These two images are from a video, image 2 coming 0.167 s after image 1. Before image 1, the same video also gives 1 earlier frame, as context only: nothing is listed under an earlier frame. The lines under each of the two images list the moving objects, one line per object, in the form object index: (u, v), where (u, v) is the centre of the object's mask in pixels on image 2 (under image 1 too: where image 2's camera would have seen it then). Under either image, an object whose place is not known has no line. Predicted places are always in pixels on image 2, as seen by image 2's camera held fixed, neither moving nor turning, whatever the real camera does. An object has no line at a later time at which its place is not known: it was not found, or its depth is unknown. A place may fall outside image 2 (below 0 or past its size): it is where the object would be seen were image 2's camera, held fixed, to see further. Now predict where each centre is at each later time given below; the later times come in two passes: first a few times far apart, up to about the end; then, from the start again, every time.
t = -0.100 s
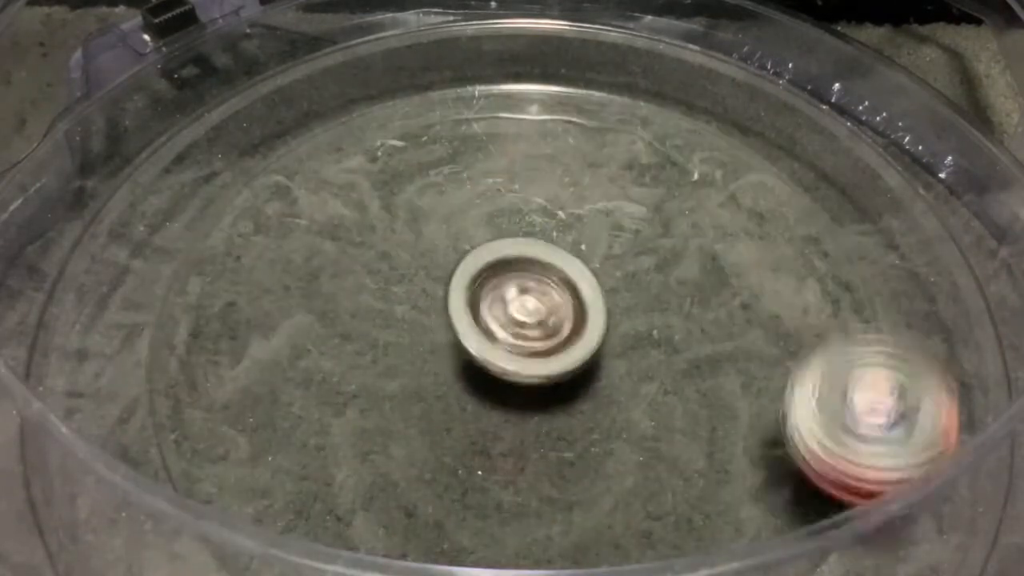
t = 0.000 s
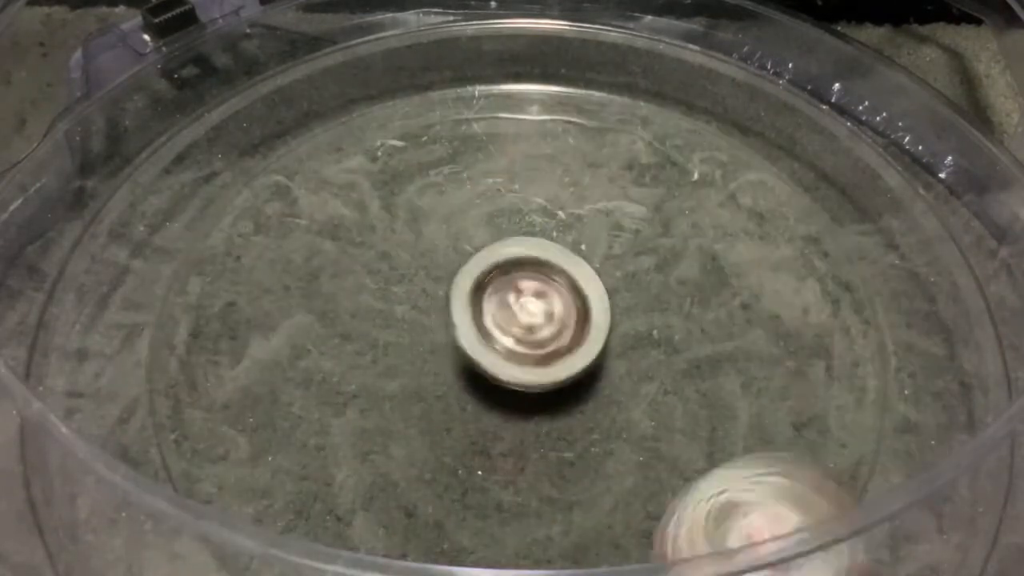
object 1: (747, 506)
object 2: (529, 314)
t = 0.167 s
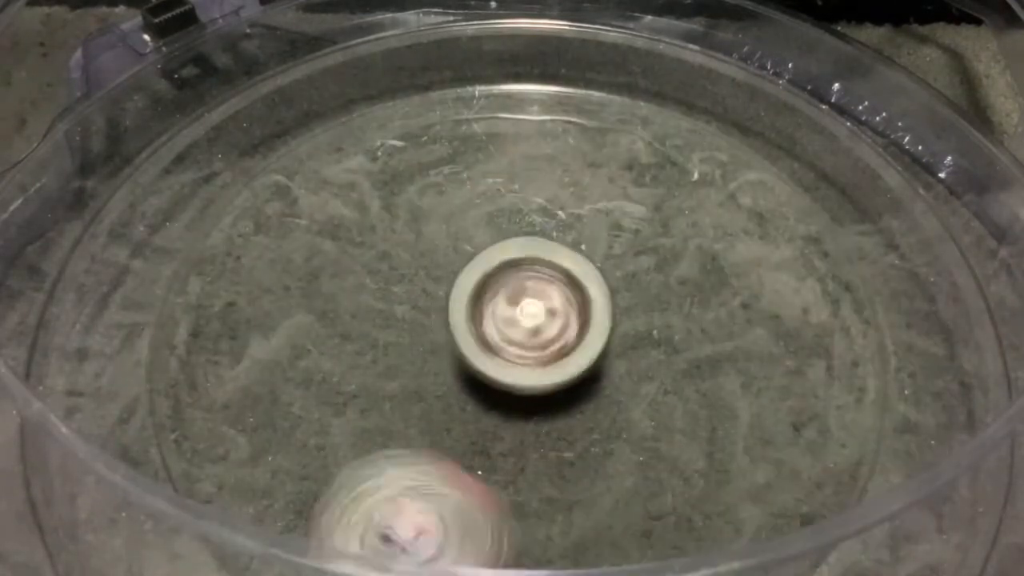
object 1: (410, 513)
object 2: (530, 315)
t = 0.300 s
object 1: (276, 369)
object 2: (530, 315)
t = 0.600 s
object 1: (494, 89)
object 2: (525, 322)
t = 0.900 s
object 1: (803, 293)
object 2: (515, 322)
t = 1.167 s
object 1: (461, 523)
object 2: (510, 315)
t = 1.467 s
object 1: (214, 240)
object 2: (516, 304)
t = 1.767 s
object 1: (599, 160)
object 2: (532, 304)
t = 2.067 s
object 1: (772, 476)
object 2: (539, 320)
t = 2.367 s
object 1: (305, 482)
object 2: (524, 329)
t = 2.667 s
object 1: (436, 154)
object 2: (511, 326)
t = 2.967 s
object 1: (812, 217)
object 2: (510, 305)
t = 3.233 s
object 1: (649, 503)
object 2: (524, 299)
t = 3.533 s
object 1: (247, 309)
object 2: (541, 316)
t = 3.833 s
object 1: (494, 106)
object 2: (527, 330)
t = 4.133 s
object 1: (750, 372)
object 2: (504, 321)
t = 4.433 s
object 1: (361, 516)
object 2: (515, 303)
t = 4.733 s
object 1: (336, 216)
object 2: (535, 311)
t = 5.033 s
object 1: (732, 206)
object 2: (532, 328)
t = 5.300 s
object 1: (763, 481)
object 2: (513, 329)
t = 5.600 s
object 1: (312, 393)
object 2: (508, 307)
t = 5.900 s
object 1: (458, 108)
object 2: (532, 307)
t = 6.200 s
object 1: (757, 273)
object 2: (536, 327)
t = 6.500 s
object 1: (442, 512)
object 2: (507, 326)
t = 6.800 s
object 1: (248, 259)
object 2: (517, 304)
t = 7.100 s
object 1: (628, 188)
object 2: (535, 316)
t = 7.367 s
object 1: (792, 448)
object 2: (518, 333)
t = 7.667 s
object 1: (370, 484)
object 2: (513, 310)
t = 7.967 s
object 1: (423, 167)
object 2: (543, 320)
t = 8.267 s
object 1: (750, 201)
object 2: (509, 345)
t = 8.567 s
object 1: (552, 497)
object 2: (497, 304)
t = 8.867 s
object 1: (240, 293)
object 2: (547, 310)
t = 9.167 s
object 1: (543, 160)
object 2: (537, 361)
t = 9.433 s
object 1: (754, 393)
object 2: (478, 334)
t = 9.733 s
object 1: (413, 515)
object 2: (508, 277)
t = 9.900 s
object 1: (309, 352)
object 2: (544, 278)
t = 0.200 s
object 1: (362, 491)
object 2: (530, 315)
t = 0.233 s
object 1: (320, 463)
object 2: (531, 315)
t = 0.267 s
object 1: (292, 413)
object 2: (531, 315)
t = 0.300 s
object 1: (276, 369)
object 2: (530, 315)
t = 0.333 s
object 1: (272, 319)
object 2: (530, 317)
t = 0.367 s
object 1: (279, 277)
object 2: (531, 317)
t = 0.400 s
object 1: (291, 237)
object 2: (531, 317)
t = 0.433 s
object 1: (313, 198)
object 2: (530, 318)
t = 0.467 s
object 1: (339, 168)
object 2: (528, 319)
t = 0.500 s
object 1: (371, 140)
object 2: (527, 321)
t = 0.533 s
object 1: (409, 117)
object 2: (527, 322)
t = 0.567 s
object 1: (449, 99)
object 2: (527, 322)
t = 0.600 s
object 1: (494, 89)
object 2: (525, 322)
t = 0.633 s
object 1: (539, 85)
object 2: (523, 323)
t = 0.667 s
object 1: (586, 84)
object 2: (521, 324)
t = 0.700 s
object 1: (631, 94)
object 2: (520, 324)
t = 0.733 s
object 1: (674, 109)
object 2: (521, 323)
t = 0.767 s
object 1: (713, 133)
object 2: (520, 323)
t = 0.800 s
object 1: (748, 165)
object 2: (518, 324)
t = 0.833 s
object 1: (774, 202)
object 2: (516, 324)
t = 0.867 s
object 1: (795, 244)
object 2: (515, 324)
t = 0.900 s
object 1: (803, 293)
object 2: (515, 322)
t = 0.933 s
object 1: (796, 345)
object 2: (514, 322)
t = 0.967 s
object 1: (780, 393)
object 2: (512, 322)
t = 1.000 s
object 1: (751, 438)
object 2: (511, 321)
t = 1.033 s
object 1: (709, 477)
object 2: (512, 320)
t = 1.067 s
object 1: (650, 501)
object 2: (512, 319)
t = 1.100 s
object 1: (593, 513)
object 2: (511, 318)
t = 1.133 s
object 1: (532, 522)
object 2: (509, 317)
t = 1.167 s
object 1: (461, 523)
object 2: (510, 315)
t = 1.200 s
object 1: (398, 510)
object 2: (511, 314)
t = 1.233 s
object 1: (340, 494)
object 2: (511, 312)
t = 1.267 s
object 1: (290, 474)
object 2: (510, 310)
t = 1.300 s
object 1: (243, 449)
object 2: (511, 309)
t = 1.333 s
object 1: (210, 410)
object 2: (513, 308)
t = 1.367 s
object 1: (193, 367)
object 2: (513, 306)
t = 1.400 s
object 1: (186, 324)
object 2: (513, 304)
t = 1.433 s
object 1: (194, 281)
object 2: (514, 303)
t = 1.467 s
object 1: (214, 240)
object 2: (516, 304)
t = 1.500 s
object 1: (236, 207)
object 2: (518, 303)
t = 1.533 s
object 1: (269, 180)
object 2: (518, 302)
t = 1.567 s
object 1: (309, 157)
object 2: (520, 303)
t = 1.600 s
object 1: (359, 141)
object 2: (523, 303)
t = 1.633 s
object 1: (402, 133)
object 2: (524, 302)
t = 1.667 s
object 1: (449, 129)
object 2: (524, 302)
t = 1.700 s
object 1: (501, 132)
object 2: (527, 304)
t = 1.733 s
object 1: (552, 142)
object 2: (530, 305)
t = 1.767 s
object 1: (599, 160)
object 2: (532, 304)
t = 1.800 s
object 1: (644, 176)
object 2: (533, 305)
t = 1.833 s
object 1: (693, 203)
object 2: (535, 308)
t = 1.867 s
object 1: (725, 234)
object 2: (538, 309)
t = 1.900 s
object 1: (755, 268)
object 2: (539, 309)
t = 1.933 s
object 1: (782, 308)
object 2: (538, 312)
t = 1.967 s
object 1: (797, 351)
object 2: (540, 315)
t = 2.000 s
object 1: (802, 395)
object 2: (541, 315)
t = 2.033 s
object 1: (796, 442)
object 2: (539, 316)
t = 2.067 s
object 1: (772, 476)
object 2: (539, 320)
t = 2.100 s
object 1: (741, 500)
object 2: (540, 321)
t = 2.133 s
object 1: (696, 521)
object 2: (538, 321)
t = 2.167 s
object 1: (644, 537)
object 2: (533, 323)
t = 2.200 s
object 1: (582, 547)
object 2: (532, 326)
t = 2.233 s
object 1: (518, 549)
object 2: (531, 324)
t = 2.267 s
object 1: (452, 543)
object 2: (528, 326)
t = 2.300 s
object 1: (399, 529)
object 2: (526, 328)
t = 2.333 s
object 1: (348, 509)
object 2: (526, 328)
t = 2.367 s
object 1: (305, 482)
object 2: (524, 329)
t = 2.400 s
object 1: (277, 450)
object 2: (520, 331)
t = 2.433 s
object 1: (264, 402)
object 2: (520, 331)
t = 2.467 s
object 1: (268, 353)
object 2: (519, 331)
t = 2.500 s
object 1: (279, 308)
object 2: (516, 332)
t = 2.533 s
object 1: (298, 267)
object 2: (514, 331)
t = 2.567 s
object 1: (328, 231)
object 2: (514, 330)
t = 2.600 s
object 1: (359, 201)
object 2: (511, 329)
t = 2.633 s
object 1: (394, 175)
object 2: (511, 328)
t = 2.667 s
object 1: (436, 154)
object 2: (511, 326)
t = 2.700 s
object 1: (478, 143)
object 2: (507, 324)
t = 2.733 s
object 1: (521, 130)
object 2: (507, 322)
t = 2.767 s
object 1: (573, 124)
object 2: (508, 320)
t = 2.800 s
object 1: (617, 124)
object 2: (506, 318)
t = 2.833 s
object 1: (660, 129)
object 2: (505, 315)
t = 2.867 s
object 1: (706, 140)
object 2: (507, 313)
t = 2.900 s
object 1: (744, 161)
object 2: (506, 310)
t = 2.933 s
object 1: (782, 184)
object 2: (506, 307)
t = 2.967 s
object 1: (812, 217)
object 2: (510, 305)
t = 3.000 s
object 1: (833, 253)
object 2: (511, 302)
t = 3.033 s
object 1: (845, 294)
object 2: (510, 300)
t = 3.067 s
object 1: (845, 338)
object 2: (514, 300)
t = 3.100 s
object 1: (832, 382)
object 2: (516, 298)
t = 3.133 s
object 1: (803, 431)
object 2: (516, 298)
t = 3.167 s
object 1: (765, 462)
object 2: (521, 299)
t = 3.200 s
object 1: (712, 488)
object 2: (523, 297)
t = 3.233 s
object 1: (649, 503)
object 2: (524, 299)
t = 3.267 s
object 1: (586, 514)
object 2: (529, 301)
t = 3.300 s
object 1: (520, 514)
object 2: (531, 299)
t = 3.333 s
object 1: (455, 503)
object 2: (532, 303)
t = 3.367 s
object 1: (398, 490)
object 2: (536, 304)
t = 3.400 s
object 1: (347, 467)
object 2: (537, 304)
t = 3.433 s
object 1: (305, 433)
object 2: (538, 309)
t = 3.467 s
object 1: (276, 394)
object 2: (541, 309)
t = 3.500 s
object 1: (256, 352)
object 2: (539, 311)
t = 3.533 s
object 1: (247, 309)
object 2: (541, 316)
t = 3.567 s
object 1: (247, 269)
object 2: (542, 316)
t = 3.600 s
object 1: (256, 230)
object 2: (539, 319)
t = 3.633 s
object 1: (277, 195)
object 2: (540, 323)
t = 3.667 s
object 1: (299, 164)
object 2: (539, 322)
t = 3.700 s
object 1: (334, 139)
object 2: (535, 326)
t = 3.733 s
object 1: (370, 122)
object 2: (535, 327)
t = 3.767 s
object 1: (409, 109)
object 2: (532, 328)
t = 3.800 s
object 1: (454, 105)
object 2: (528, 331)
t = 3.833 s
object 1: (494, 106)
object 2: (527, 330)
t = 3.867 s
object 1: (543, 112)
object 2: (522, 331)
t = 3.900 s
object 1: (586, 129)
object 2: (520, 331)
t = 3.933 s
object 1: (628, 149)
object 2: (518, 330)
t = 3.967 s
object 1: (665, 177)
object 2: (514, 330)
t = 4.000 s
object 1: (701, 210)
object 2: (514, 328)
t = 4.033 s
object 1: (723, 244)
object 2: (510, 327)
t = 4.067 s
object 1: (740, 285)
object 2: (509, 325)
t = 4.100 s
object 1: (750, 328)
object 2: (508, 323)
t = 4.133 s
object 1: (750, 372)
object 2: (504, 321)
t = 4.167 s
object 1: (740, 419)
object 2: (506, 318)
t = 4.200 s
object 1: (717, 463)
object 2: (504, 317)
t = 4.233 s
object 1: (683, 491)
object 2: (504, 313)
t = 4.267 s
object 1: (636, 511)
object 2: (507, 312)
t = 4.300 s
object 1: (587, 525)
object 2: (504, 309)
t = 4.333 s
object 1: (534, 534)
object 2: (508, 307)
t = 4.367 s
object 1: (475, 533)
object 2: (509, 304)
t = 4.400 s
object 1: (414, 528)
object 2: (510, 303)
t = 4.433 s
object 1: (361, 516)
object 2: (515, 303)
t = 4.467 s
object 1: (308, 496)
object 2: (515, 300)
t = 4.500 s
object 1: (270, 473)
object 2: (520, 303)
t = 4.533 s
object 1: (240, 444)
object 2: (521, 300)
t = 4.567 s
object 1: (225, 404)
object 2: (524, 303)
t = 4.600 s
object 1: (231, 357)
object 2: (527, 303)
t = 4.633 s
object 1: (242, 316)
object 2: (528, 304)
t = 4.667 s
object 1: (269, 275)
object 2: (533, 306)
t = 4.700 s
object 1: (296, 244)
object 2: (532, 305)
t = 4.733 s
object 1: (336, 216)
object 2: (535, 311)
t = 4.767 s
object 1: (372, 193)
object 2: (536, 309)
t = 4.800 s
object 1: (423, 177)
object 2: (536, 314)
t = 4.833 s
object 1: (463, 168)
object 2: (539, 313)
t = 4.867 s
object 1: (517, 161)
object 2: (537, 317)
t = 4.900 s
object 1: (562, 161)
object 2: (539, 319)
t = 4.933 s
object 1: (609, 168)
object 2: (535, 320)
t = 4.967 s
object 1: (650, 172)
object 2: (536, 324)
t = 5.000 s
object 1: (697, 187)
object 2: (534, 324)
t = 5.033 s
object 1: (732, 206)
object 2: (532, 328)
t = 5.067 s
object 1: (770, 229)
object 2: (532, 327)
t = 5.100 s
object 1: (799, 259)
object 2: (527, 330)
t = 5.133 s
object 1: (824, 294)
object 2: (527, 329)
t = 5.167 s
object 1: (839, 332)
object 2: (523, 331)
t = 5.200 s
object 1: (844, 377)
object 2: (522, 330)
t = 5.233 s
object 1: (834, 419)
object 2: (516, 331)
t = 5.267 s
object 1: (807, 455)
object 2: (515, 329)
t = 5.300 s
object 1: (763, 481)
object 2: (513, 329)
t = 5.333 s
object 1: (716, 500)
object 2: (510, 326)
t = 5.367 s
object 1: (657, 516)
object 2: (509, 326)
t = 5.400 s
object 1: (600, 524)
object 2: (507, 323)
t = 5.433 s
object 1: (536, 522)
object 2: (508, 322)
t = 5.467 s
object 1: (472, 513)
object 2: (505, 318)
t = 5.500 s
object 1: (419, 496)
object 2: (509, 317)
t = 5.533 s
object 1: (375, 472)
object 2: (505, 313)
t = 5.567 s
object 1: (338, 434)
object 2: (510, 312)
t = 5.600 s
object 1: (312, 393)
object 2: (508, 307)
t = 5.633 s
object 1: (300, 352)
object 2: (513, 307)
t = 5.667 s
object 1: (295, 308)
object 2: (512, 303)
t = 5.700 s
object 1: (300, 269)
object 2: (517, 304)
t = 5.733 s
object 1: (314, 231)
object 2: (518, 300)
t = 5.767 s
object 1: (331, 198)
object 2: (522, 303)
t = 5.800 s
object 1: (359, 168)
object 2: (524, 300)
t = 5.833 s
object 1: (387, 142)
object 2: (527, 304)
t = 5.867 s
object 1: (422, 124)
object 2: (530, 302)
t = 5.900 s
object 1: (458, 108)
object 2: (532, 307)
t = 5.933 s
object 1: (498, 102)
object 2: (535, 305)
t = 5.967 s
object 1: (545, 99)
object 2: (537, 311)
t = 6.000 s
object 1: (585, 105)
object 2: (540, 310)
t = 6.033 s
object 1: (629, 118)
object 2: (539, 317)
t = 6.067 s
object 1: (663, 136)
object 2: (542, 316)
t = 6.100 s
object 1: (697, 163)
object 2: (540, 322)
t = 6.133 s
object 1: (726, 194)
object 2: (541, 321)
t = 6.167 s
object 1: (743, 230)
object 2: (536, 327)
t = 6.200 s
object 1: (757, 273)
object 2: (536, 327)
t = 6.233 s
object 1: (757, 317)
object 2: (531, 332)
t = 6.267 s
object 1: (752, 359)
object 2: (529, 331)
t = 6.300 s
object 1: (730, 405)
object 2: (523, 334)
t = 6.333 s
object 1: (699, 448)
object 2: (522, 333)
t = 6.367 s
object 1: (658, 480)
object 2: (517, 334)
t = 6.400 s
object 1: (611, 499)
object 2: (514, 332)
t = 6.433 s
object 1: (555, 510)
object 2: (511, 331)
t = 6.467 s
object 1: (497, 516)
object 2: (510, 330)
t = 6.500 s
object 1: (442, 512)
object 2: (507, 326)
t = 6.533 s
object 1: (383, 504)
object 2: (506, 325)
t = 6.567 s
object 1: (335, 490)
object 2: (506, 320)
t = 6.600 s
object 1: (289, 469)
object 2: (505, 319)
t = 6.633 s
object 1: (252, 444)
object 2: (507, 314)
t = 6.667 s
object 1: (227, 410)
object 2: (507, 313)
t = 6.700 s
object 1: (216, 368)
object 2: (512, 310)
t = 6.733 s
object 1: (215, 331)
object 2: (511, 306)
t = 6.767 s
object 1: (226, 293)
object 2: (517, 308)
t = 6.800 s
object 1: (248, 259)
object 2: (517, 304)
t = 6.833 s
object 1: (273, 228)
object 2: (524, 308)
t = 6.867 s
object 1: (313, 203)
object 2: (523, 304)
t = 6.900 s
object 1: (354, 183)
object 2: (530, 307)
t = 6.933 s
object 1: (395, 170)
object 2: (529, 308)
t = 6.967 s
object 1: (444, 164)
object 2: (534, 308)
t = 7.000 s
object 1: (492, 162)
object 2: (533, 312)
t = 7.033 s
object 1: (537, 166)
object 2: (536, 311)
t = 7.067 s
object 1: (586, 174)
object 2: (535, 318)
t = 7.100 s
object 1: (628, 188)
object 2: (535, 316)
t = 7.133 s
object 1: (666, 207)
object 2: (535, 322)
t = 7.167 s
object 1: (707, 231)
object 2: (533, 322)
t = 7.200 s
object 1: (738, 259)
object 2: (533, 326)
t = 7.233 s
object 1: (764, 292)
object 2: (529, 329)
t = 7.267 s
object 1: (787, 326)
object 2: (528, 328)
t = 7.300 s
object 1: (800, 366)
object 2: (523, 333)
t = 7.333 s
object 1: (803, 408)
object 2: (523, 331)
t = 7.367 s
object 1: (792, 448)
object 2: (518, 333)
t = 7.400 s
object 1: (765, 477)
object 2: (517, 333)
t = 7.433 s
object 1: (731, 498)
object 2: (513, 330)
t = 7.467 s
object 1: (678, 518)
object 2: (509, 332)
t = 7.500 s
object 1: (628, 528)
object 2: (508, 326)
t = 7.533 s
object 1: (578, 535)
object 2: (505, 324)
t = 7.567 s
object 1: (518, 530)
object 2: (508, 323)
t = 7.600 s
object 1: (461, 520)
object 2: (507, 316)
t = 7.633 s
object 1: (412, 505)
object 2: (510, 315)
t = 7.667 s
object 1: (370, 484)
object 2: (513, 310)
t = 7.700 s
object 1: (341, 448)
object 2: (515, 307)
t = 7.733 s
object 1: (321, 404)
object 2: (521, 309)
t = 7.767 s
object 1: (314, 365)
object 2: (523, 303)
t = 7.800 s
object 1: (315, 323)
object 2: (532, 308)
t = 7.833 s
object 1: (324, 286)
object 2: (532, 308)
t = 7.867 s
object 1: (342, 250)
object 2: (537, 308)
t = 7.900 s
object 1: (364, 217)
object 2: (539, 315)
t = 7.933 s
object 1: (390, 188)
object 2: (538, 312)
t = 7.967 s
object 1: (423, 167)
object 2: (543, 320)
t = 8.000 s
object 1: (458, 149)
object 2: (538, 324)
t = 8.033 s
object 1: (496, 132)
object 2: (540, 324)
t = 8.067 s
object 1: (535, 124)
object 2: (536, 333)
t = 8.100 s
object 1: (575, 123)
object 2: (532, 331)
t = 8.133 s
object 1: (618, 122)
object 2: (529, 337)
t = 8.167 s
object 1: (655, 132)
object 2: (522, 343)
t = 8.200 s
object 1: (690, 149)
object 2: (519, 338)
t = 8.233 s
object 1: (725, 172)
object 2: (511, 344)
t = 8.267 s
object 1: (750, 201)
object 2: (509, 345)
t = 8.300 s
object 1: (769, 238)
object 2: (502, 338)
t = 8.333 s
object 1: (779, 279)
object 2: (494, 343)
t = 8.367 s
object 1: (778, 318)
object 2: (493, 335)
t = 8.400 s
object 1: (764, 360)
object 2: (488, 330)
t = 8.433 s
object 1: (739, 402)
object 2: (485, 328)
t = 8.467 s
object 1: (704, 440)
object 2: (488, 322)
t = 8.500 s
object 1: (659, 469)
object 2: (487, 315)
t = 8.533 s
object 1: (608, 488)
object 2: (491, 314)
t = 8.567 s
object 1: (552, 497)
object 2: (497, 304)
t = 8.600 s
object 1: (495, 499)
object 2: (500, 300)
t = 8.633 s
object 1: (439, 494)
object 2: (510, 301)
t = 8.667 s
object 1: (385, 480)
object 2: (516, 297)
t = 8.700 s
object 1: (338, 461)
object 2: (521, 294)
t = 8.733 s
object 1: (299, 432)
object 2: (530, 302)
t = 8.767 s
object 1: (269, 399)
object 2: (534, 299)
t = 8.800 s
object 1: (250, 365)
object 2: (540, 301)
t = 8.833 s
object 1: (239, 329)
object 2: (546, 308)
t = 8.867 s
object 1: (240, 293)
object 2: (547, 310)
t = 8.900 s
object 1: (249, 258)
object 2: (552, 312)
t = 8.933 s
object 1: (267, 228)
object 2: (553, 320)
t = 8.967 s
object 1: (292, 201)
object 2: (554, 326)
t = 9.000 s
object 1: (327, 179)
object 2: (554, 327)
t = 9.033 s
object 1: (364, 163)
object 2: (554, 337)
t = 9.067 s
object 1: (405, 151)
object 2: (551, 344)
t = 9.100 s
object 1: (447, 150)
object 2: (549, 349)
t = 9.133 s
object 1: (494, 153)
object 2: (545, 354)
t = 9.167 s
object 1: (543, 160)
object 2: (537, 361)
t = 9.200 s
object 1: (586, 174)
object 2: (529, 360)
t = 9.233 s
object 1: (624, 193)
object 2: (519, 363)
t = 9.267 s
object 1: (659, 217)
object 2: (510, 362)
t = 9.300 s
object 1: (692, 247)
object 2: (501, 360)
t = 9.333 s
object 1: (719, 279)
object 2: (493, 354)
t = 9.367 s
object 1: (739, 314)
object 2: (486, 349)
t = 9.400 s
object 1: (751, 351)
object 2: (480, 341)
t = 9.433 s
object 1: (754, 393)
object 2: (478, 334)
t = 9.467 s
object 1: (750, 428)
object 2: (474, 324)
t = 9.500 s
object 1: (734, 469)
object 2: (475, 317)
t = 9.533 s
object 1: (705, 494)
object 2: (477, 308)
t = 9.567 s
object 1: (668, 510)
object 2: (480, 302)
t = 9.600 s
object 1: (622, 525)
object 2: (484, 293)
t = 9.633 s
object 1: (572, 532)
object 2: (489, 290)
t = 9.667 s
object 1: (513, 534)
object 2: (495, 283)
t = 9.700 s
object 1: (461, 527)
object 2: (502, 281)
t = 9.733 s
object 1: (413, 515)
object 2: (508, 277)
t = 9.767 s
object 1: (372, 498)
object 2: (516, 273)
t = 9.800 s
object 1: (336, 473)
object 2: (522, 275)
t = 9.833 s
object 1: (314, 434)
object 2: (529, 274)
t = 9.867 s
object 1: (306, 393)
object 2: (538, 276)
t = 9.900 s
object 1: (309, 352)
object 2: (544, 278)
